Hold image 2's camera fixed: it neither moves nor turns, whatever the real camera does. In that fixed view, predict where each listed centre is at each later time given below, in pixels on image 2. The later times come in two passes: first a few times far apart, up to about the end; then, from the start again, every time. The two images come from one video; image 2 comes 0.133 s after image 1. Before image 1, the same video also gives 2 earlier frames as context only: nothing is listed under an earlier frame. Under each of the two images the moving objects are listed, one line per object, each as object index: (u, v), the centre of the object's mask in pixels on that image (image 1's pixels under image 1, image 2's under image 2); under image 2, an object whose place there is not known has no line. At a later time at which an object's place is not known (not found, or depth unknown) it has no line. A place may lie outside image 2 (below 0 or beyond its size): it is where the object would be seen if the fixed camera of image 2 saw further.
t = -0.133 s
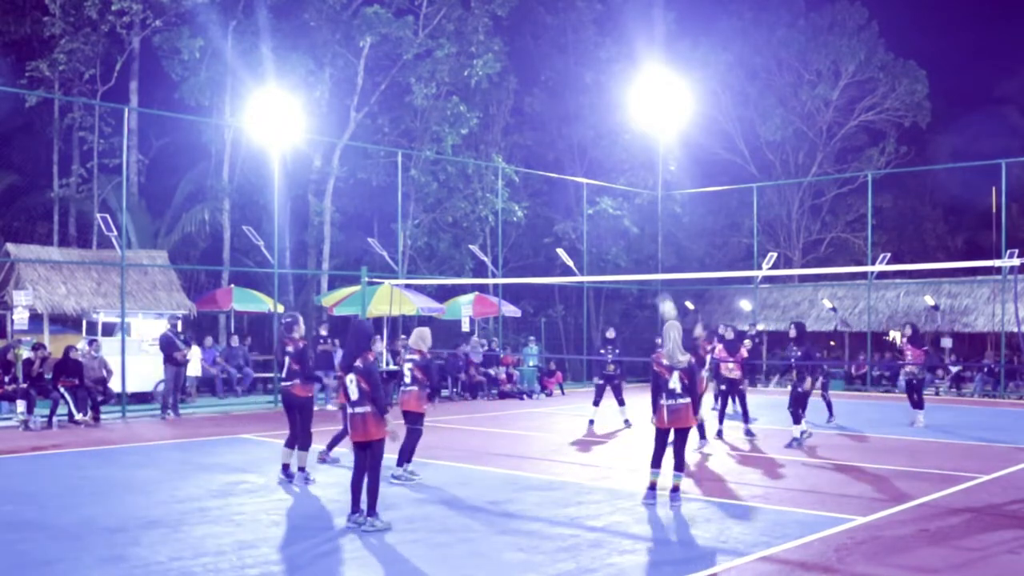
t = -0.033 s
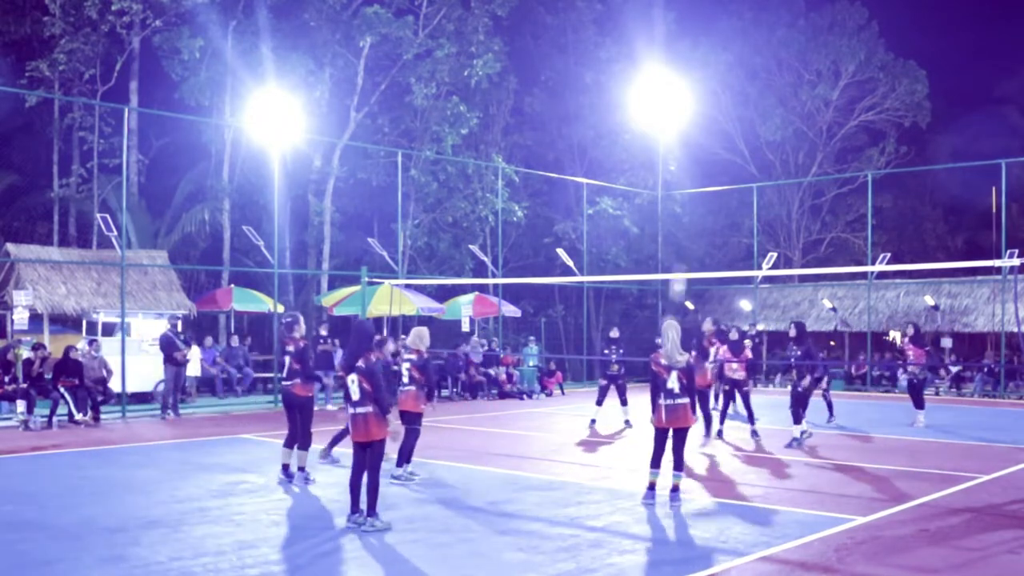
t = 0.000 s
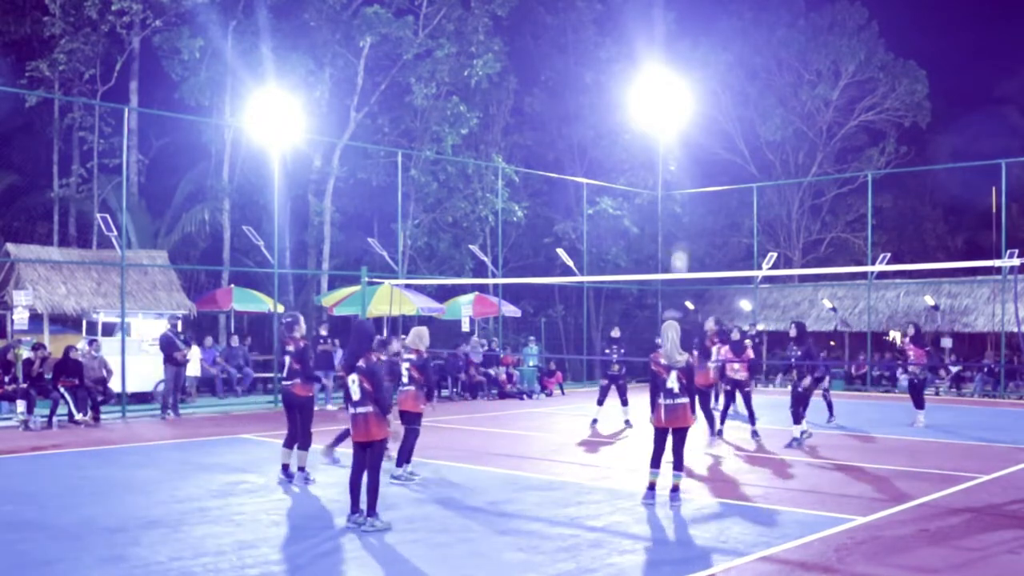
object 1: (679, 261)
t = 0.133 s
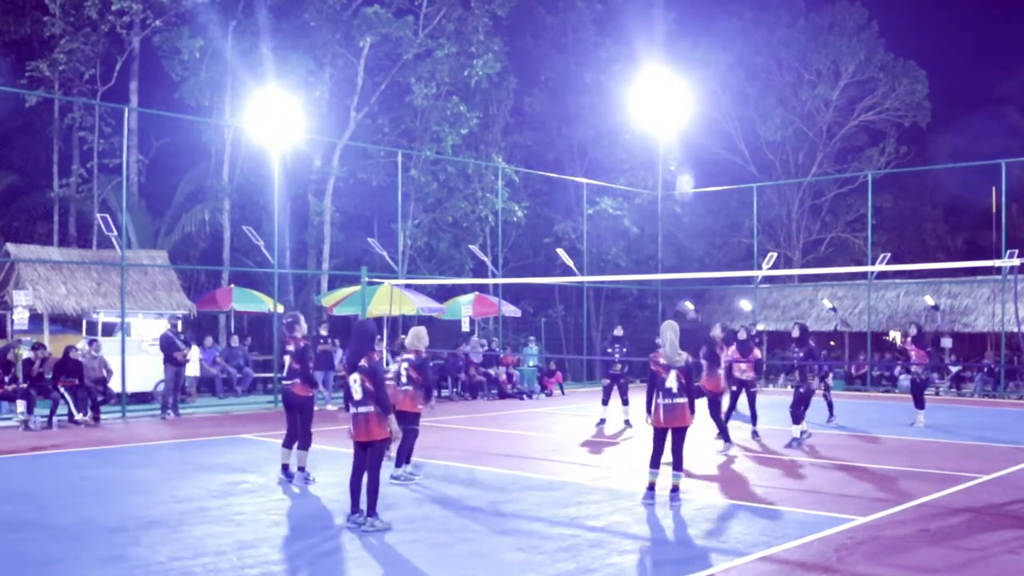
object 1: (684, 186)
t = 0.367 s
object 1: (695, 85)
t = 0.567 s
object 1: (704, 33)
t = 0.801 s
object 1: (715, 16)
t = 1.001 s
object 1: (724, 39)
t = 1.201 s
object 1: (735, 98)
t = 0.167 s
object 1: (687, 166)
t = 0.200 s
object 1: (688, 151)
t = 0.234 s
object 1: (691, 136)
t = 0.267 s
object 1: (694, 121)
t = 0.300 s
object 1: (696, 109)
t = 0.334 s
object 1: (697, 96)
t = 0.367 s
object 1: (695, 85)
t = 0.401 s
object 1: (697, 74)
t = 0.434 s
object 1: (699, 63)
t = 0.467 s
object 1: (700, 54)
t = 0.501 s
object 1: (702, 45)
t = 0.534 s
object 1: (703, 38)
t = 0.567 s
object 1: (704, 33)
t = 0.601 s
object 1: (706, 27)
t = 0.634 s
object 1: (707, 23)
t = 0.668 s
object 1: (709, 19)
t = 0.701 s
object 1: (710, 17)
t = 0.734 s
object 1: (712, 16)
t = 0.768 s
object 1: (713, 15)
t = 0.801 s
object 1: (715, 16)
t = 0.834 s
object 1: (716, 17)
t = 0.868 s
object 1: (718, 20)
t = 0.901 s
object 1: (719, 23)
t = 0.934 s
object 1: (721, 27)
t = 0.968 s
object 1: (723, 33)
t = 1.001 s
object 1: (724, 39)
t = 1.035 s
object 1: (726, 46)
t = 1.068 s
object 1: (728, 54)
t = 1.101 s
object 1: (729, 64)
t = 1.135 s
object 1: (731, 74)
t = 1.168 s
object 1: (733, 85)
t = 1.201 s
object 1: (735, 98)
